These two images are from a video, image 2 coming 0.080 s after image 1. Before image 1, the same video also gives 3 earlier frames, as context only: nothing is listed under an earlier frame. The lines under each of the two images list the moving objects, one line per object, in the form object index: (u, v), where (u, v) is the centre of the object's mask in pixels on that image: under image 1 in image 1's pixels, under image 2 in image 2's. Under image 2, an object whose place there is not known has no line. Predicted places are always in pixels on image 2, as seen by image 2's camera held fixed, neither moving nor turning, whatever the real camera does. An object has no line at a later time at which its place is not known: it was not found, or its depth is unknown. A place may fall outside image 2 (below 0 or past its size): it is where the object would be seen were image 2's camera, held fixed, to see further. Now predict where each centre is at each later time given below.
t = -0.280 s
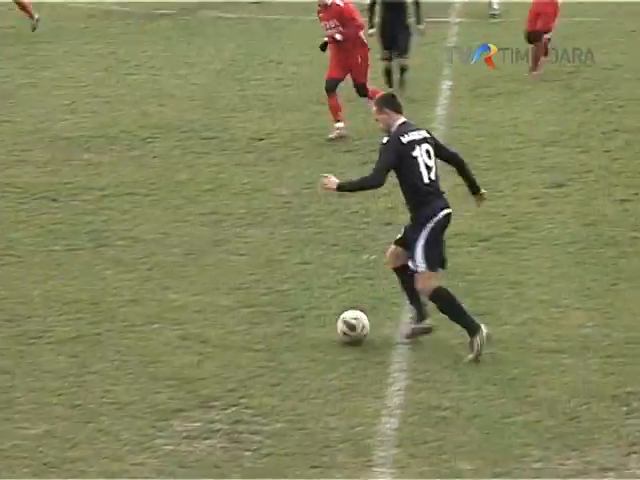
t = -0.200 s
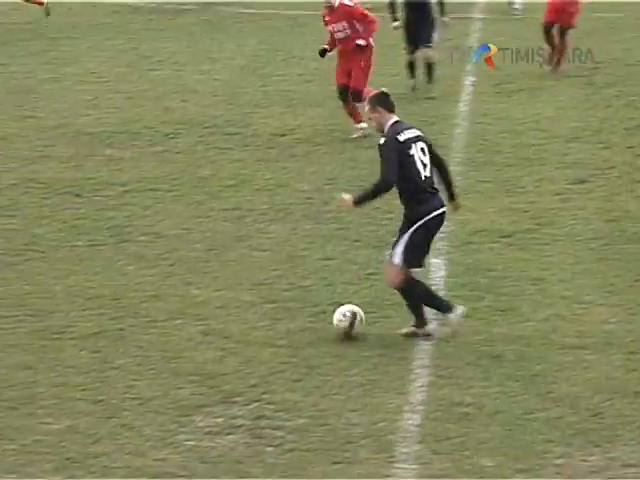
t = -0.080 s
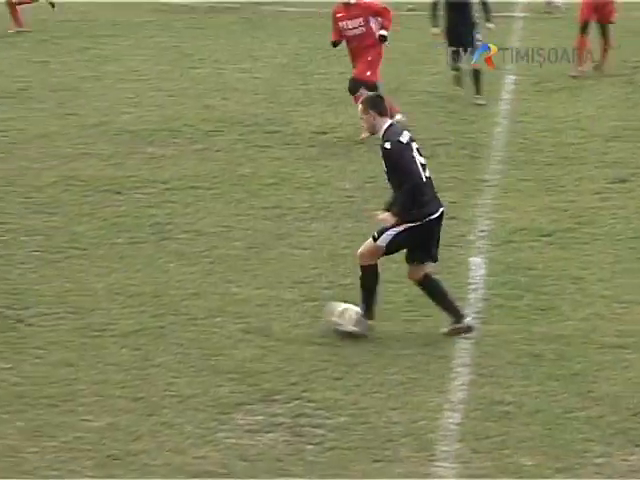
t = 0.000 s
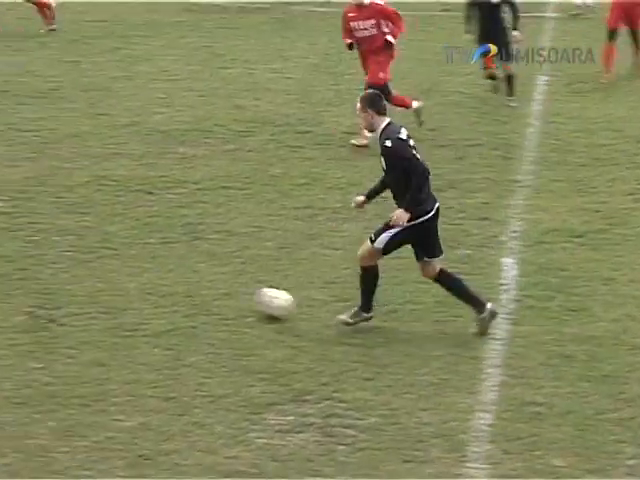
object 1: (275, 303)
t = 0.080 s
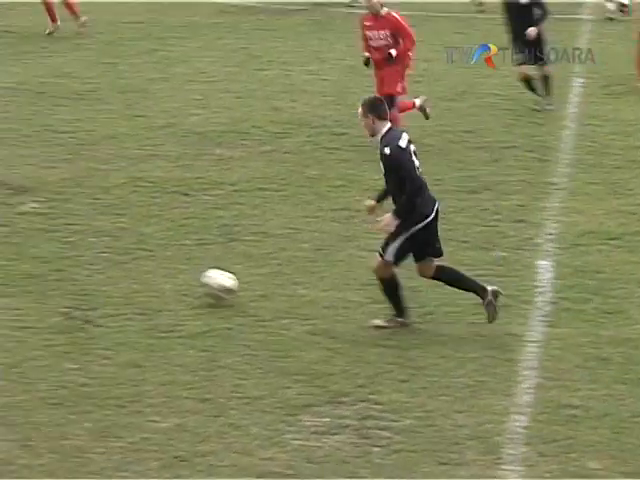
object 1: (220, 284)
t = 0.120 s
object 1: (176, 278)
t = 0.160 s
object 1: (136, 273)
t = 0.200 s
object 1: (96, 269)
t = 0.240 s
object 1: (61, 260)
